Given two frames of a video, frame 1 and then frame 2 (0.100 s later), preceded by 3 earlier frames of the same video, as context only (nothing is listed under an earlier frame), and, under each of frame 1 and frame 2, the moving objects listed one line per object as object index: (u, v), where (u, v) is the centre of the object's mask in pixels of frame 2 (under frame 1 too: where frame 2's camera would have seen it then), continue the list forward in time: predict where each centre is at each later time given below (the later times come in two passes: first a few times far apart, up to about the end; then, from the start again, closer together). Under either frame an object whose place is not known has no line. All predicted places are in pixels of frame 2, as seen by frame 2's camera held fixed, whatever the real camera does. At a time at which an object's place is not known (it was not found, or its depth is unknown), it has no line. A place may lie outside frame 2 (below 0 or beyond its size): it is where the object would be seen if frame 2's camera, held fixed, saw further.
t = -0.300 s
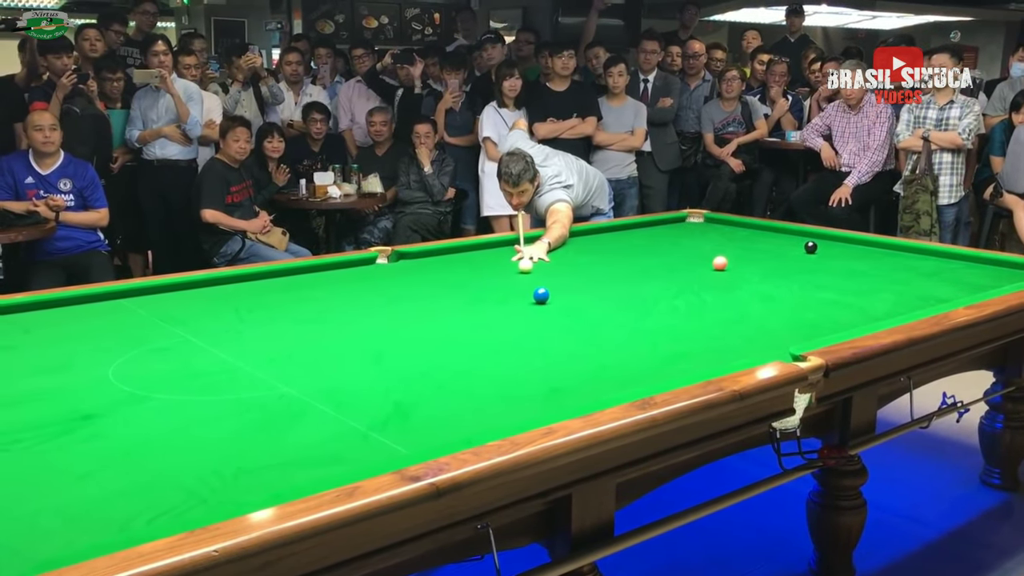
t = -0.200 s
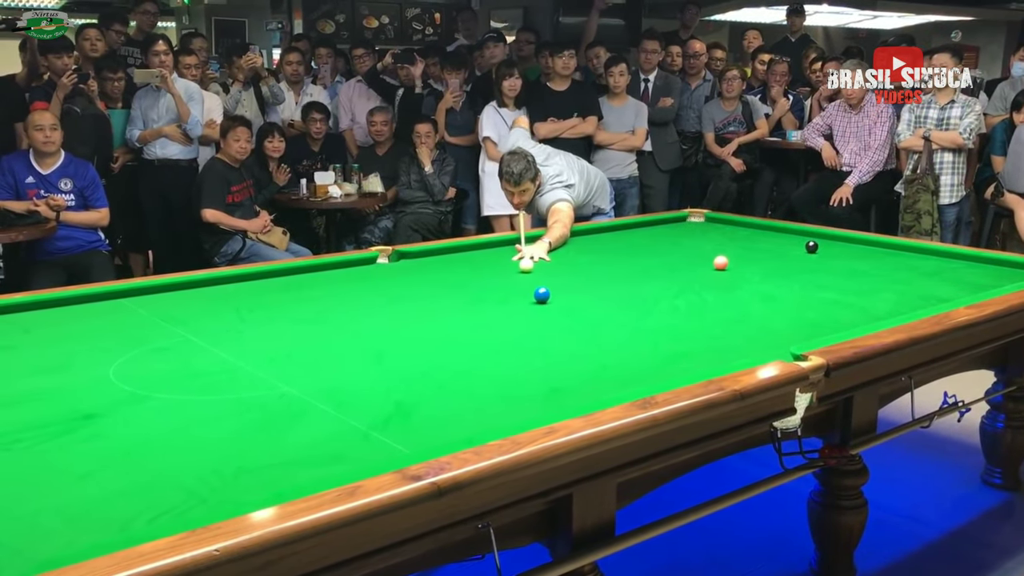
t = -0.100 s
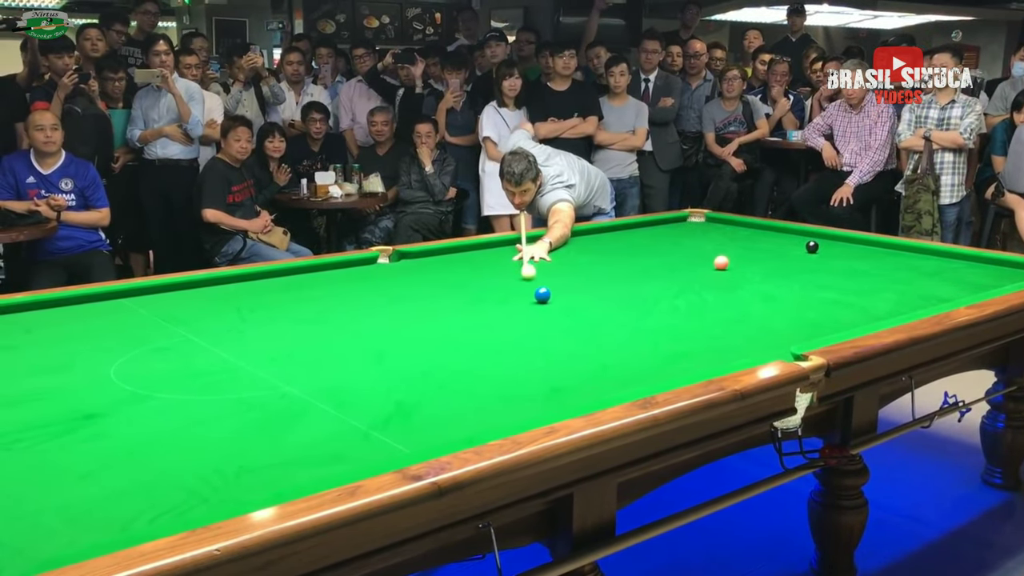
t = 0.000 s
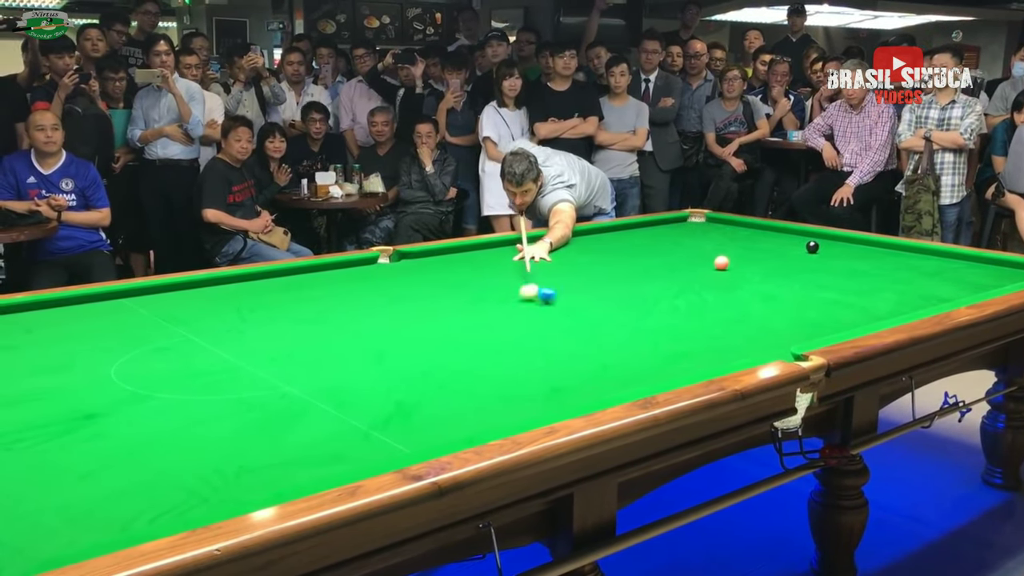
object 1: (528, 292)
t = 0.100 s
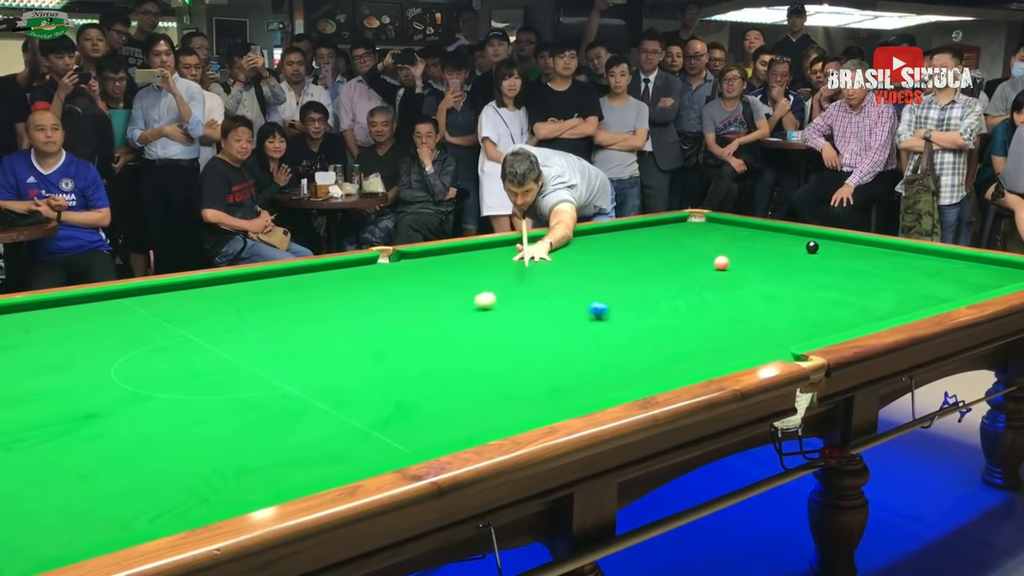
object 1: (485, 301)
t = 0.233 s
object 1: (429, 311)
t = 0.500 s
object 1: (325, 327)
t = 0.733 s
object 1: (230, 340)
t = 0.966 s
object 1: (124, 356)
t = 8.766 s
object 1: (614, 263)
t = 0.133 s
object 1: (471, 303)
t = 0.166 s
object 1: (457, 306)
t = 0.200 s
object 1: (442, 309)
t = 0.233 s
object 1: (429, 311)
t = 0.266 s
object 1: (415, 313)
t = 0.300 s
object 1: (401, 316)
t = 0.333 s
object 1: (389, 317)
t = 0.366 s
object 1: (376, 319)
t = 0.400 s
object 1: (363, 321)
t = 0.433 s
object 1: (351, 323)
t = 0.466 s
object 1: (338, 325)
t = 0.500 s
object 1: (325, 327)
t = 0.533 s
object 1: (312, 329)
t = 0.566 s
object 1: (298, 331)
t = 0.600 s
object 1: (284, 333)
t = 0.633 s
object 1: (272, 334)
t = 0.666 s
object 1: (257, 336)
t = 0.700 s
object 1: (243, 339)
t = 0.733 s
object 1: (230, 340)
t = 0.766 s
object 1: (215, 342)
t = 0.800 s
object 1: (200, 345)
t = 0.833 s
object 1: (186, 347)
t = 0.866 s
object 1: (170, 349)
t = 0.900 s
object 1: (155, 351)
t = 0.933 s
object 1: (140, 353)
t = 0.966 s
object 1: (124, 356)
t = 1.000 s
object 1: (108, 358)
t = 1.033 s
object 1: (93, 360)
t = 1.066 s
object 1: (76, 363)
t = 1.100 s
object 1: (60, 365)
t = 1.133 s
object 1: (43, 368)
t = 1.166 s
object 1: (25, 370)
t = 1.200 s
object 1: (8, 373)
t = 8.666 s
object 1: (614, 263)
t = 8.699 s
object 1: (614, 263)
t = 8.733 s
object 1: (614, 263)
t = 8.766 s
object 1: (614, 263)
